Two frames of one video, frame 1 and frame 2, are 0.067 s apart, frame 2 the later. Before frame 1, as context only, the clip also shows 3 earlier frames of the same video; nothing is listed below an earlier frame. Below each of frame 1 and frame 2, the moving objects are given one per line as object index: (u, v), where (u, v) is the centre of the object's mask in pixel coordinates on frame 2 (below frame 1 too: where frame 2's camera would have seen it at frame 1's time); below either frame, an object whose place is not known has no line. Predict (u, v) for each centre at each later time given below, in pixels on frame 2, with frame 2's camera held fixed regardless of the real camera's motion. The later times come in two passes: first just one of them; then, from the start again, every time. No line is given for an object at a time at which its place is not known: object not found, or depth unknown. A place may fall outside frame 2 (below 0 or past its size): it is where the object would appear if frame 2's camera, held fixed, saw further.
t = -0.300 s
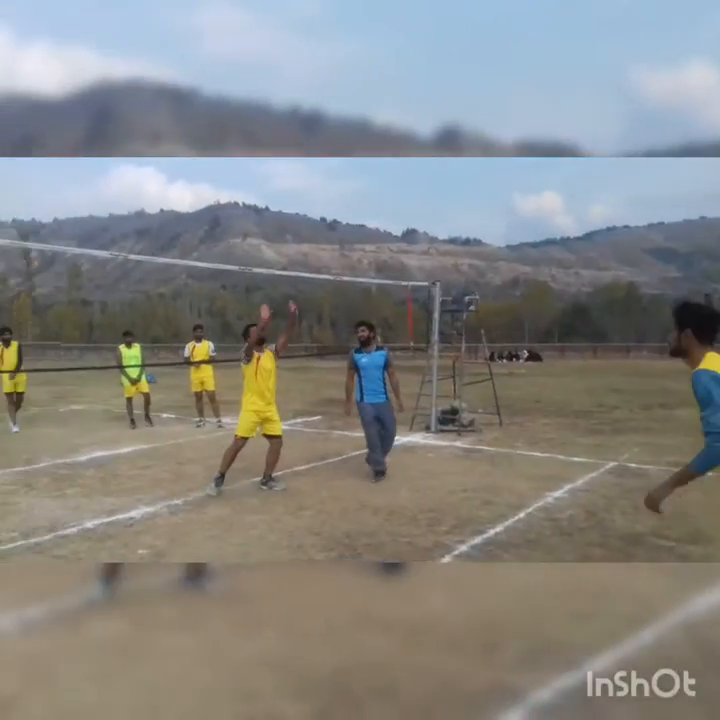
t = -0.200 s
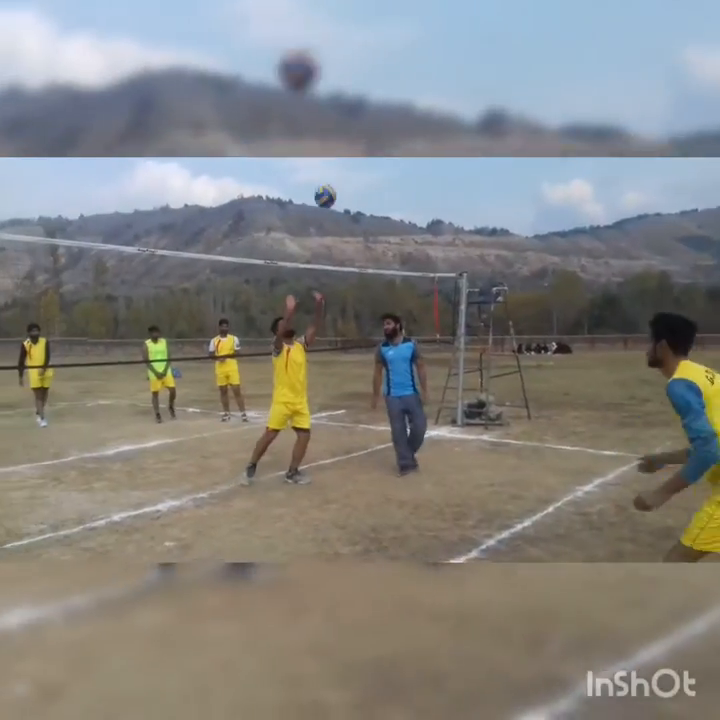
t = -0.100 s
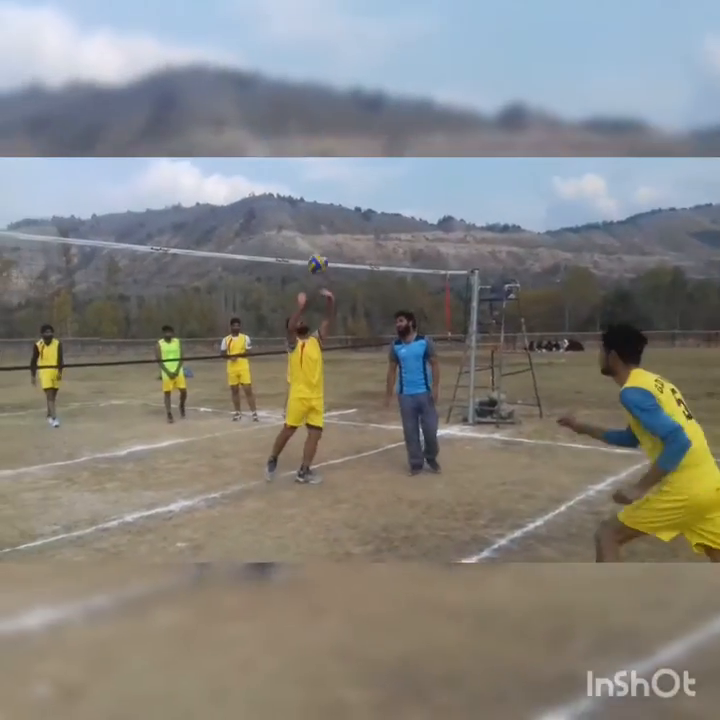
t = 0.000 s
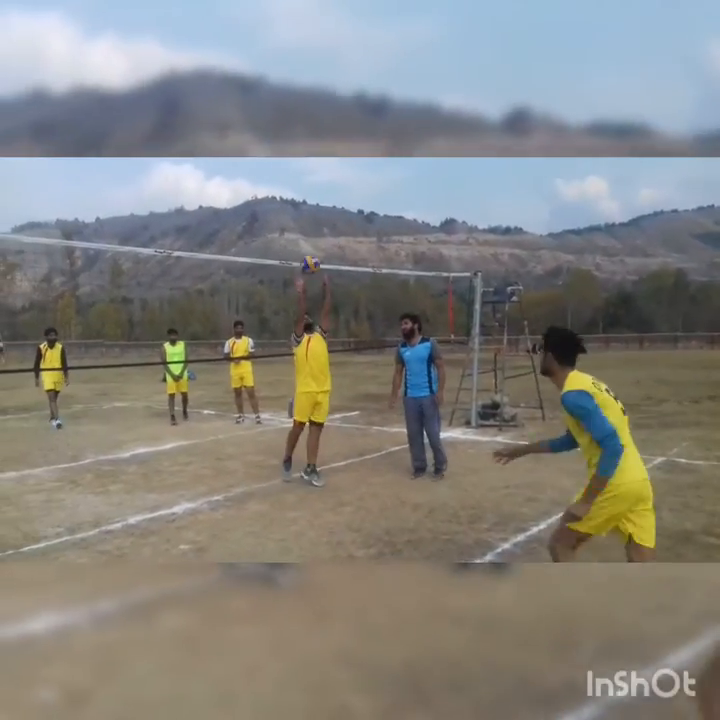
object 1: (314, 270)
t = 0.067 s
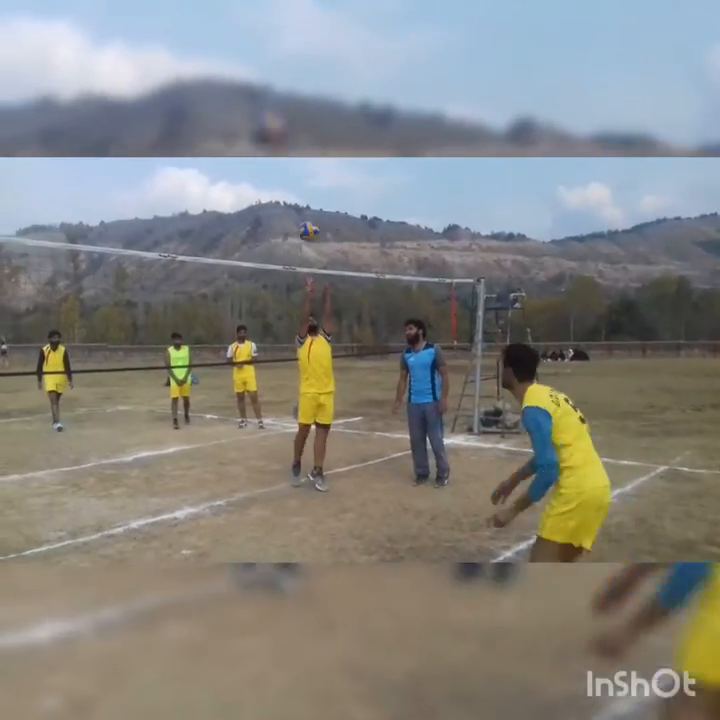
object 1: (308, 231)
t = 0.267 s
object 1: (293, 138)
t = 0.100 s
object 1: (306, 213)
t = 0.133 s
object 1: (301, 193)
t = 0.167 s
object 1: (300, 179)
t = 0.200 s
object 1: (297, 163)
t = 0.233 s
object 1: (294, 146)
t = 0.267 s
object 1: (293, 138)
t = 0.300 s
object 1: (292, 133)
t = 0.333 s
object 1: (292, 124)
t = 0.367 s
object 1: (289, 111)
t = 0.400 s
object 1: (286, 103)
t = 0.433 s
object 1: (283, 99)
